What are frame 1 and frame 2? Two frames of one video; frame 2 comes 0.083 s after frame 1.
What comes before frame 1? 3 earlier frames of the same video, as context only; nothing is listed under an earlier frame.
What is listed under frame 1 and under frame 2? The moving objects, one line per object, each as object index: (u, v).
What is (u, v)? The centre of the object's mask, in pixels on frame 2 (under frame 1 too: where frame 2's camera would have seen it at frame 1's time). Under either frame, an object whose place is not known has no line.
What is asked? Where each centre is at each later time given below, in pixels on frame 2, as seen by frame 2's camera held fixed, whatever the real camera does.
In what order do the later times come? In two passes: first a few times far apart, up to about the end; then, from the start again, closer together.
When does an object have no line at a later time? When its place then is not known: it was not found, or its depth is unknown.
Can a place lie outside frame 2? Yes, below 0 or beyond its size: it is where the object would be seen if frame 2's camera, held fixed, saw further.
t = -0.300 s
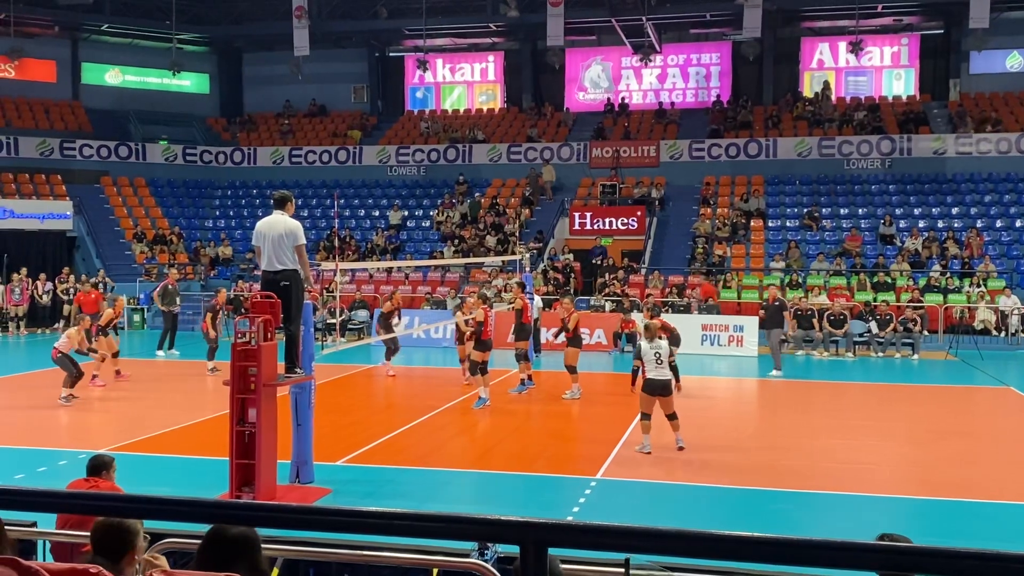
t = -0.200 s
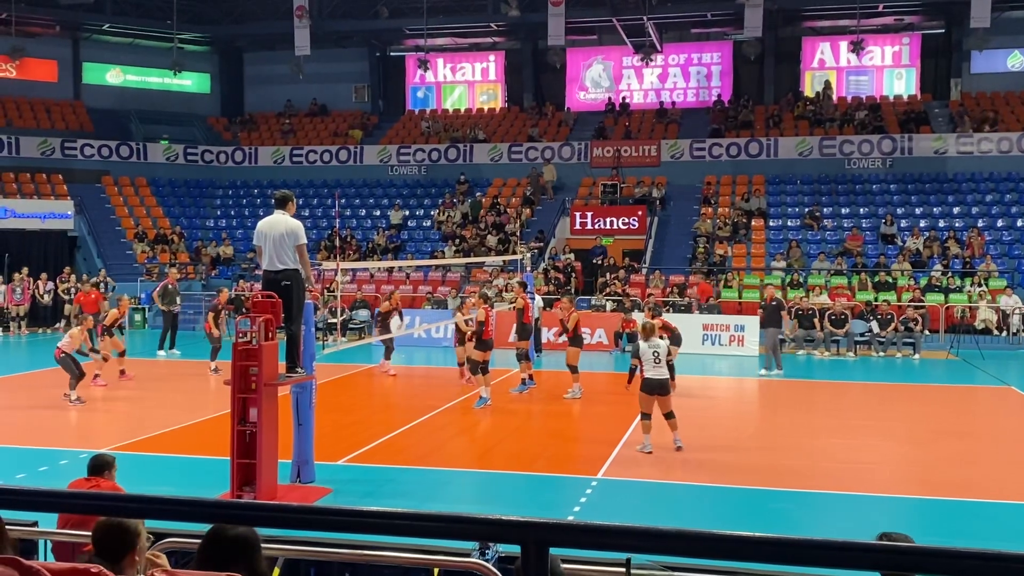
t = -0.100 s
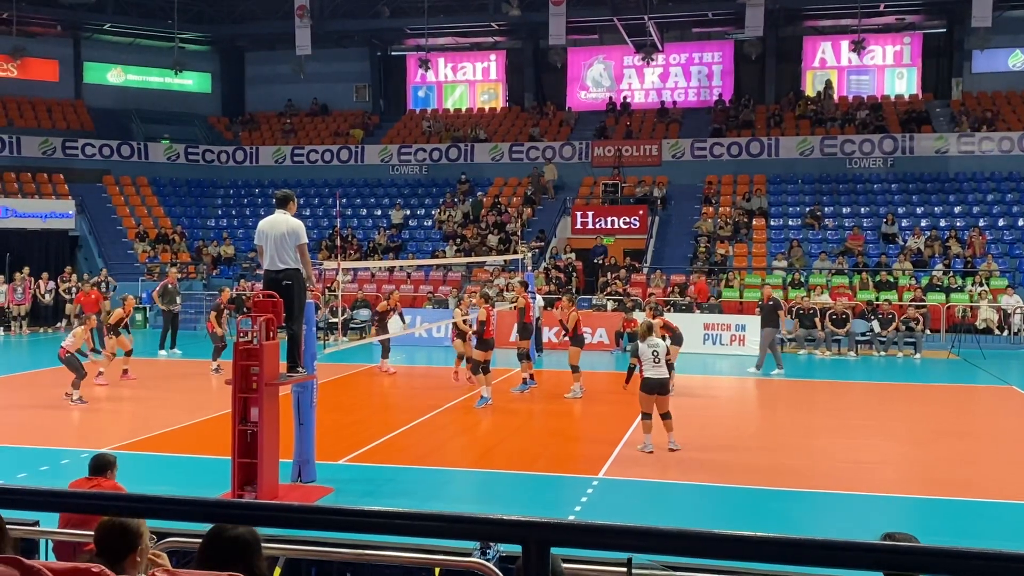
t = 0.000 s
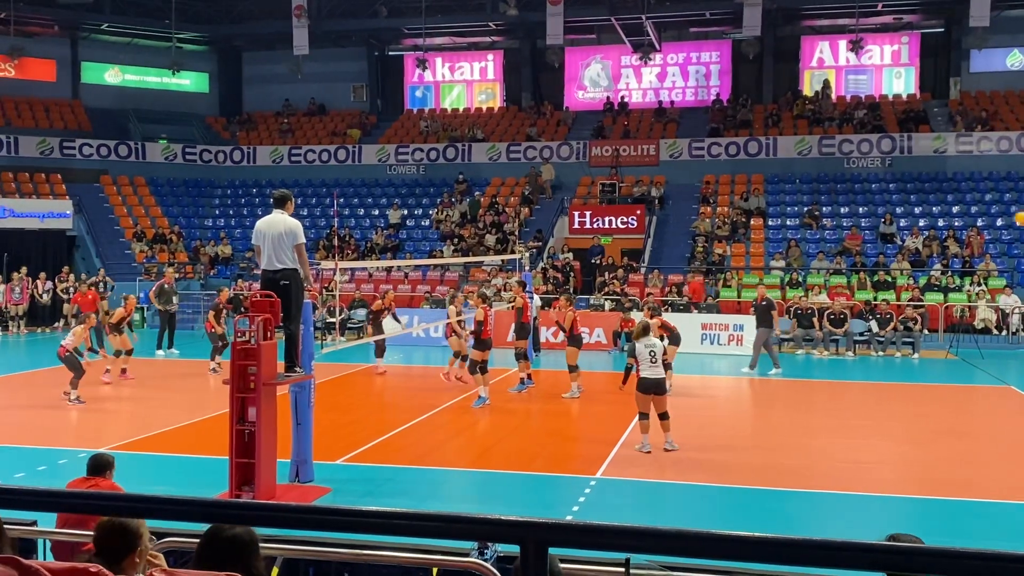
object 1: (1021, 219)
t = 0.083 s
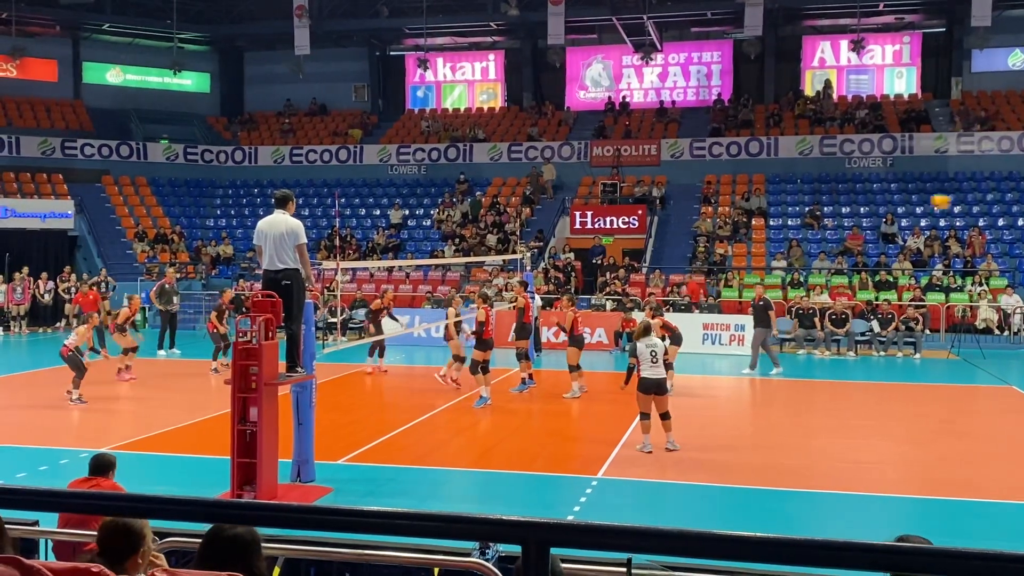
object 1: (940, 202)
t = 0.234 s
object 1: (796, 181)
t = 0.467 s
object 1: (593, 176)
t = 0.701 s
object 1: (416, 202)
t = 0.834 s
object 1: (320, 231)
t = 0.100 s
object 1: (923, 198)
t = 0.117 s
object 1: (907, 196)
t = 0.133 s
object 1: (890, 194)
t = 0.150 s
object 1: (874, 191)
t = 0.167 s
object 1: (858, 189)
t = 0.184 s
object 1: (843, 187)
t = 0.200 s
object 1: (828, 184)
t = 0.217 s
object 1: (811, 183)
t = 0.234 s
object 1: (796, 181)
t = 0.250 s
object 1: (781, 180)
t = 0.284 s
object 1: (750, 177)
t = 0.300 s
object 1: (735, 176)
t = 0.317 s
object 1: (720, 176)
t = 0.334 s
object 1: (706, 175)
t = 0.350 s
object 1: (691, 174)
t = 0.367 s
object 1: (676, 174)
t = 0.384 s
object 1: (662, 174)
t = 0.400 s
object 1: (649, 174)
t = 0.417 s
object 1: (635, 174)
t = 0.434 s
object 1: (621, 174)
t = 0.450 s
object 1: (607, 175)
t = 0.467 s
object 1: (593, 176)
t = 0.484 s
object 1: (581, 178)
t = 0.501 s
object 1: (566, 178)
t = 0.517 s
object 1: (553, 179)
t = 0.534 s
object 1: (539, 180)
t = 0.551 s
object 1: (527, 182)
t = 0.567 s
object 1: (514, 183)
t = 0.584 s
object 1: (501, 184)
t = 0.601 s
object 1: (489, 188)
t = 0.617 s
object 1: (476, 190)
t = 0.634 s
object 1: (464, 192)
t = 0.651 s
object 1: (451, 195)
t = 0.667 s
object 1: (439, 197)
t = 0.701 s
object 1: (416, 202)
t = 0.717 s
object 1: (403, 206)
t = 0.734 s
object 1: (392, 210)
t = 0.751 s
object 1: (379, 213)
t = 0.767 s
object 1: (368, 216)
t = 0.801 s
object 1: (344, 224)
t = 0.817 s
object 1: (332, 227)
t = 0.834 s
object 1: (320, 231)
